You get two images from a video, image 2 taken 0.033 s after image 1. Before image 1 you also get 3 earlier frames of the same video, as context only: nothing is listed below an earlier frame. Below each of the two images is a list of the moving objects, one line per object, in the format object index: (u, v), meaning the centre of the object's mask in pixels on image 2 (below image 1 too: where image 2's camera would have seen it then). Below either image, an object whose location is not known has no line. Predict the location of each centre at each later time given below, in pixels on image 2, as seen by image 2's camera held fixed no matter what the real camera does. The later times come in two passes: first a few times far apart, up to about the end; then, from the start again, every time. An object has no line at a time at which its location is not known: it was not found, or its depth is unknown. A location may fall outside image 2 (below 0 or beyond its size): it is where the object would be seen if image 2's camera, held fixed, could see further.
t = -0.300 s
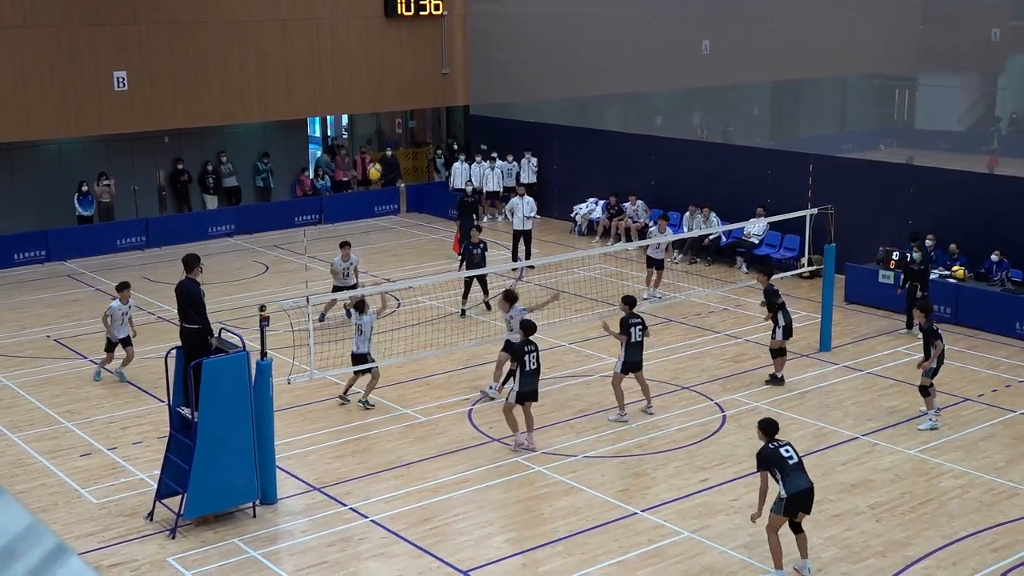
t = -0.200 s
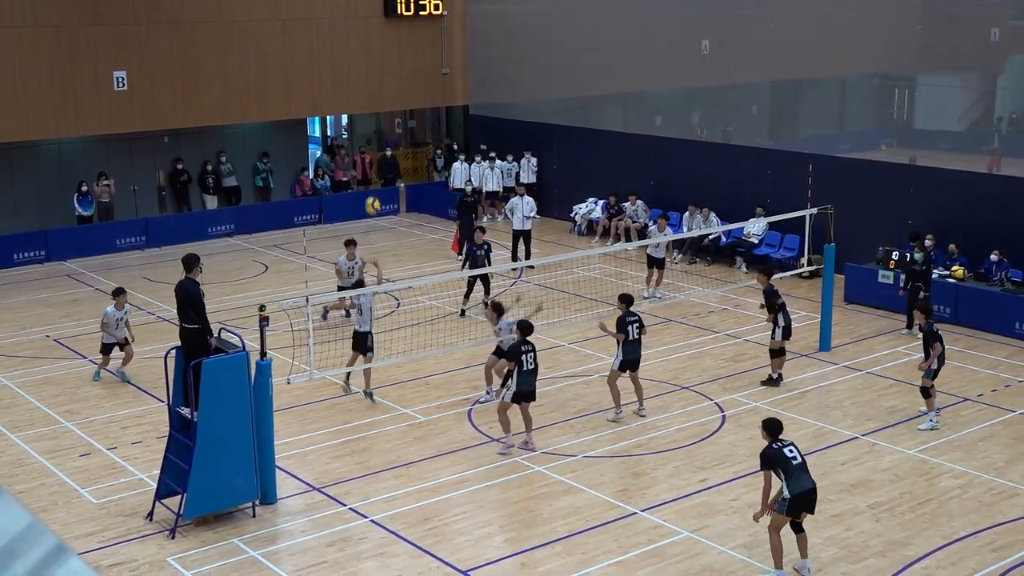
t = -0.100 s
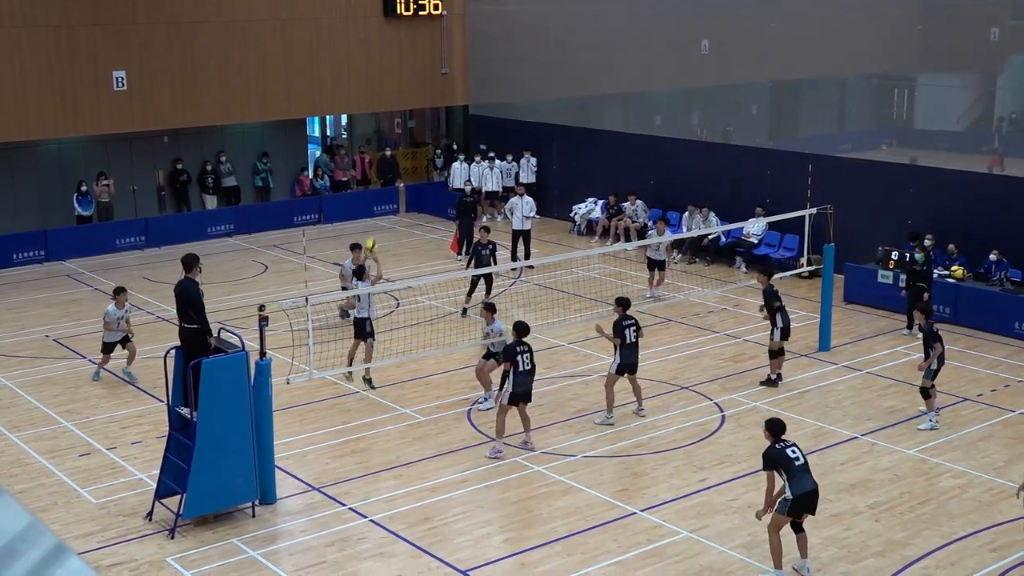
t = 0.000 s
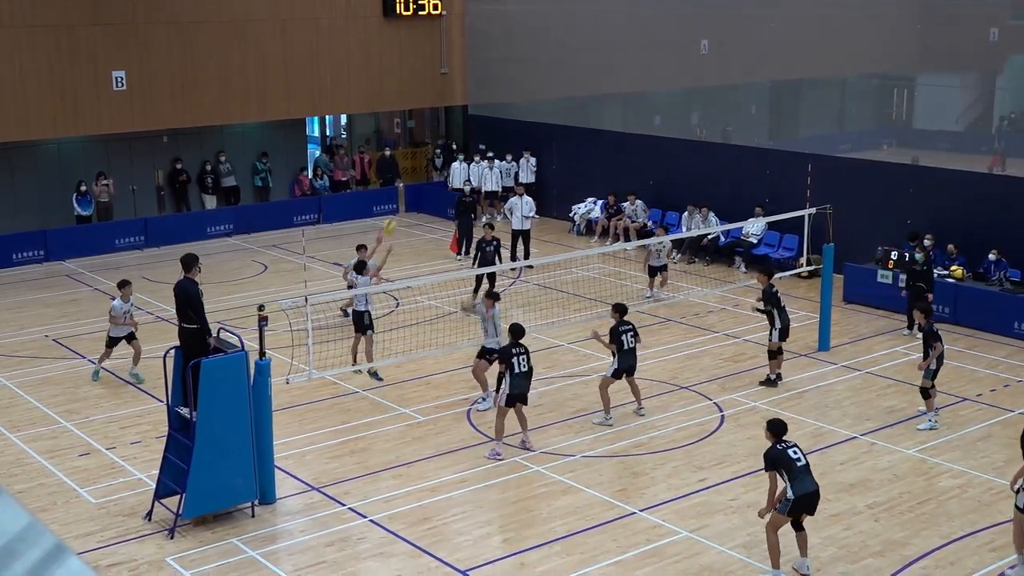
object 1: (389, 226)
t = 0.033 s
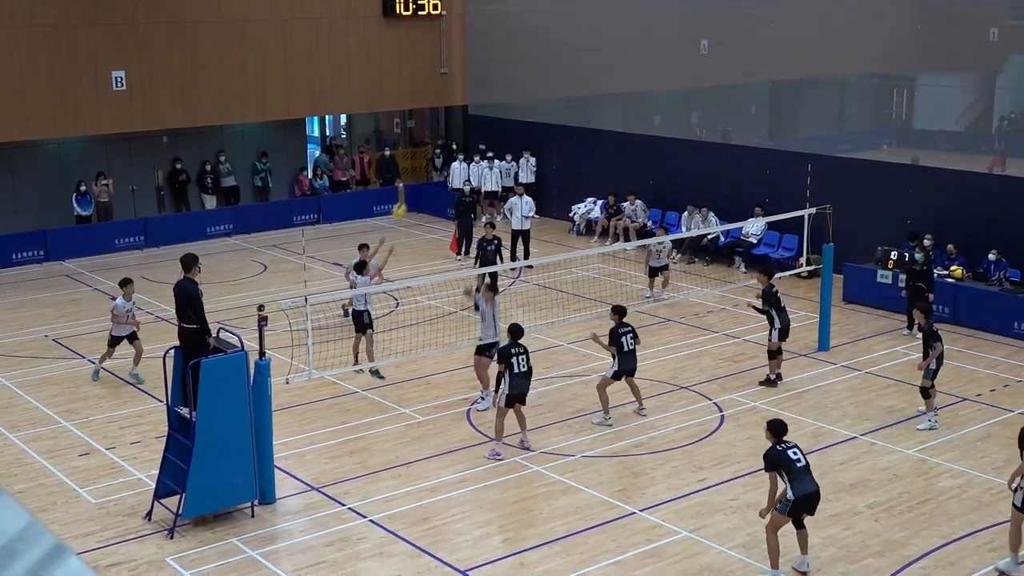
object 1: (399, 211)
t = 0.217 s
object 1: (456, 139)
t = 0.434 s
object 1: (520, 88)
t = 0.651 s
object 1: (580, 69)
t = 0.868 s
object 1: (636, 83)
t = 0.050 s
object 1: (404, 204)
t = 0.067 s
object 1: (410, 197)
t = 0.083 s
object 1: (415, 189)
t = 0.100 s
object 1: (420, 183)
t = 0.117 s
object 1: (425, 176)
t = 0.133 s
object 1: (429, 170)
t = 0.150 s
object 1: (436, 162)
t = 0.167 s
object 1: (440, 157)
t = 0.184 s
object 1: (445, 150)
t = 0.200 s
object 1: (451, 145)
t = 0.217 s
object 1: (456, 139)
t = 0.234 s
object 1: (461, 134)
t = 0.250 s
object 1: (466, 129)
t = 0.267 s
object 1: (471, 124)
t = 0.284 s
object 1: (476, 120)
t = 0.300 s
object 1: (481, 116)
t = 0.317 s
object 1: (486, 111)
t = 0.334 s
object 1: (492, 107)
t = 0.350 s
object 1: (496, 104)
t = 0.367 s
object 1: (501, 100)
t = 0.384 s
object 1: (506, 97)
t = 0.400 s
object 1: (511, 93)
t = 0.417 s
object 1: (516, 90)
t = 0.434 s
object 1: (520, 88)
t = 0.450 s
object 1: (525, 85)
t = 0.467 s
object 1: (531, 83)
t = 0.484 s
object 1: (536, 80)
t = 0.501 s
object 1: (540, 78)
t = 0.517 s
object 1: (545, 77)
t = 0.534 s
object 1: (549, 75)
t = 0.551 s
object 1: (554, 73)
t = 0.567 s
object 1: (559, 73)
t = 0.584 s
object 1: (563, 72)
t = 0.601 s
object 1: (568, 71)
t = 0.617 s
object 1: (572, 70)
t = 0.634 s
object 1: (576, 69)
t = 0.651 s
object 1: (580, 69)
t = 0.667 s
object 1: (585, 70)
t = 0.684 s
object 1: (590, 70)
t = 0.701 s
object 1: (595, 71)
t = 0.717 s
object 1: (599, 71)
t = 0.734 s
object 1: (603, 72)
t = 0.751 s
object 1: (607, 72)
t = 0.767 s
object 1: (611, 73)
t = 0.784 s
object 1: (616, 75)
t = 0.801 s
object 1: (620, 76)
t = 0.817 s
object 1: (624, 77)
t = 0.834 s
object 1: (628, 79)
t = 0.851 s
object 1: (632, 81)
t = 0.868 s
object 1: (636, 83)
